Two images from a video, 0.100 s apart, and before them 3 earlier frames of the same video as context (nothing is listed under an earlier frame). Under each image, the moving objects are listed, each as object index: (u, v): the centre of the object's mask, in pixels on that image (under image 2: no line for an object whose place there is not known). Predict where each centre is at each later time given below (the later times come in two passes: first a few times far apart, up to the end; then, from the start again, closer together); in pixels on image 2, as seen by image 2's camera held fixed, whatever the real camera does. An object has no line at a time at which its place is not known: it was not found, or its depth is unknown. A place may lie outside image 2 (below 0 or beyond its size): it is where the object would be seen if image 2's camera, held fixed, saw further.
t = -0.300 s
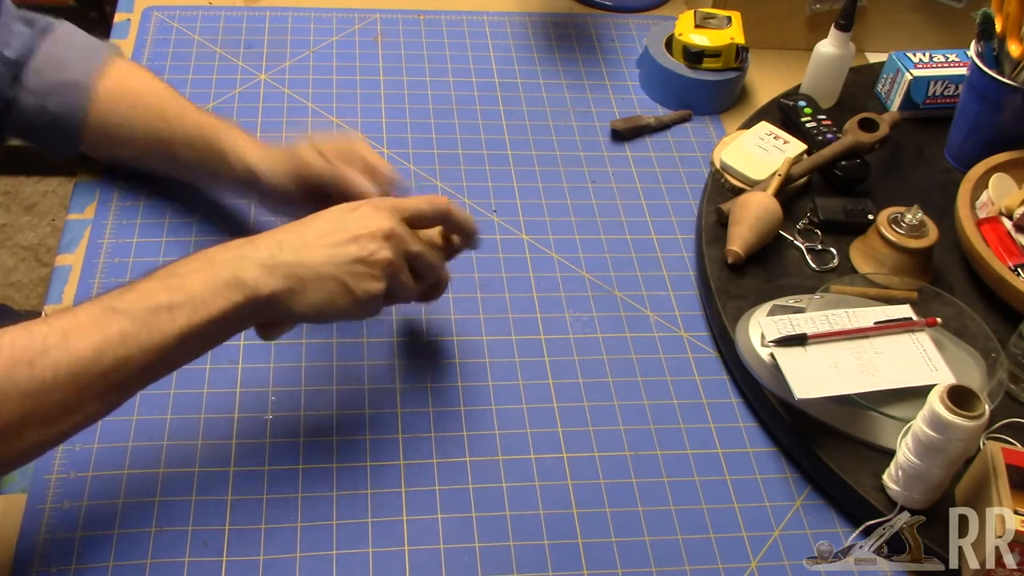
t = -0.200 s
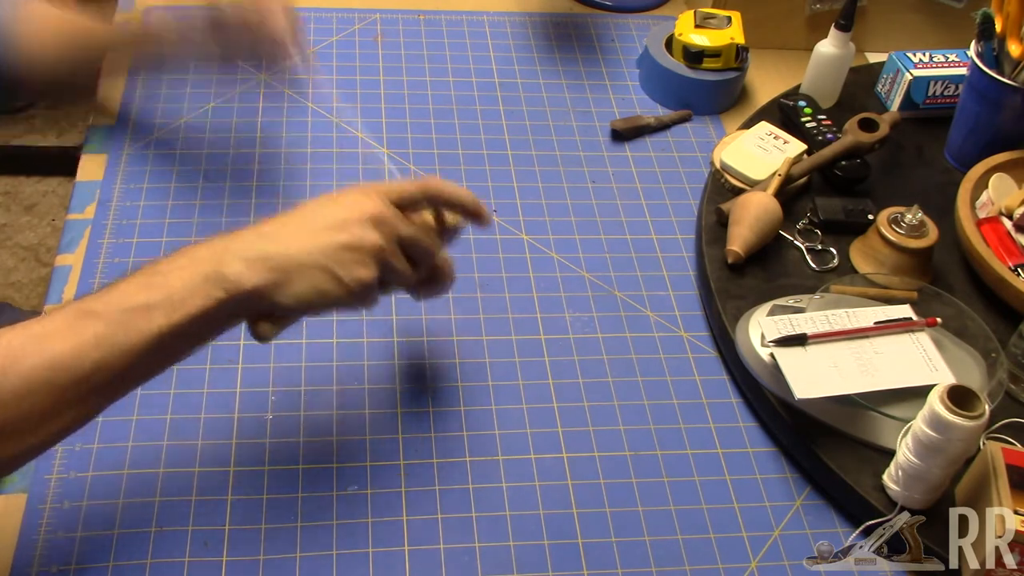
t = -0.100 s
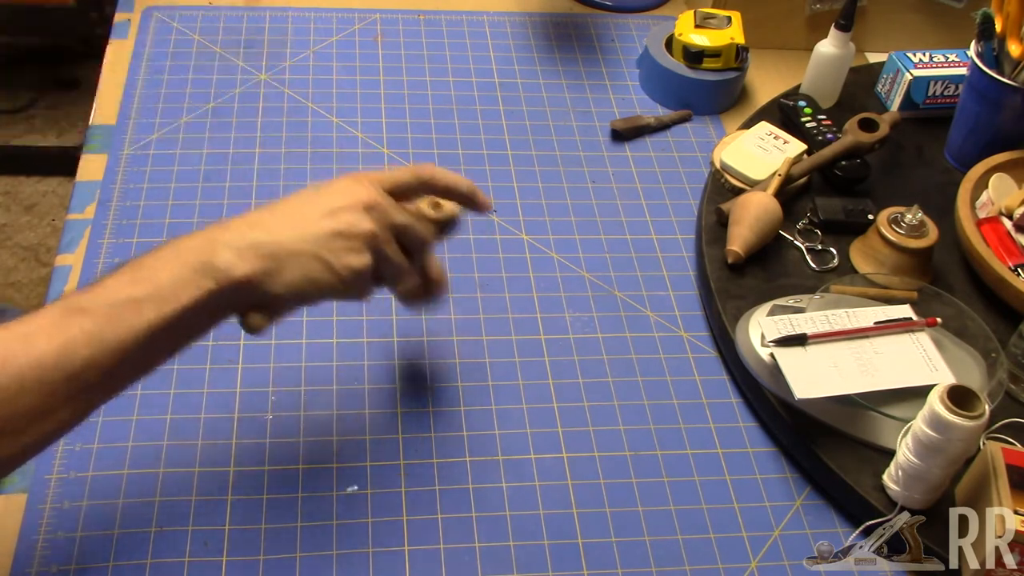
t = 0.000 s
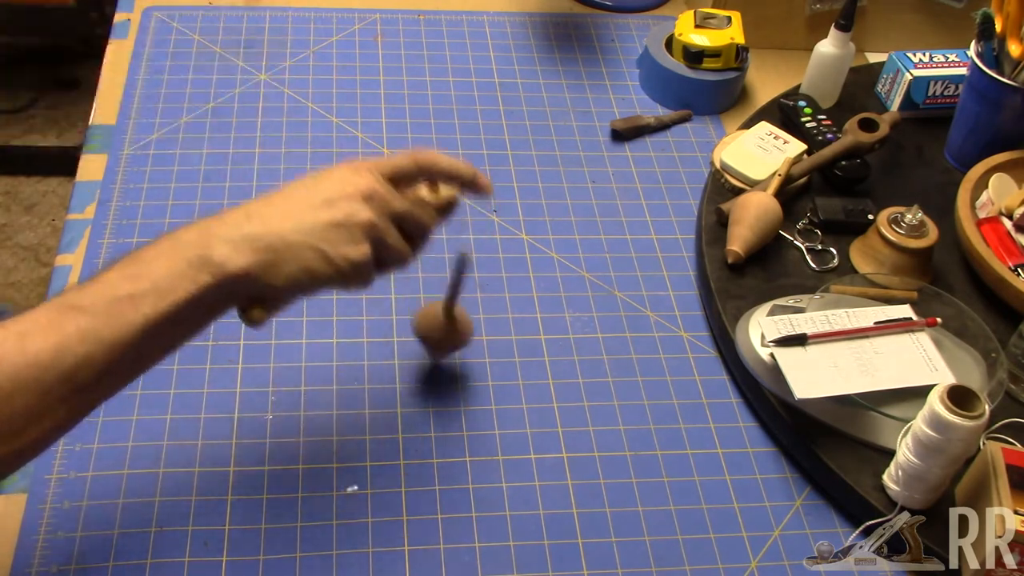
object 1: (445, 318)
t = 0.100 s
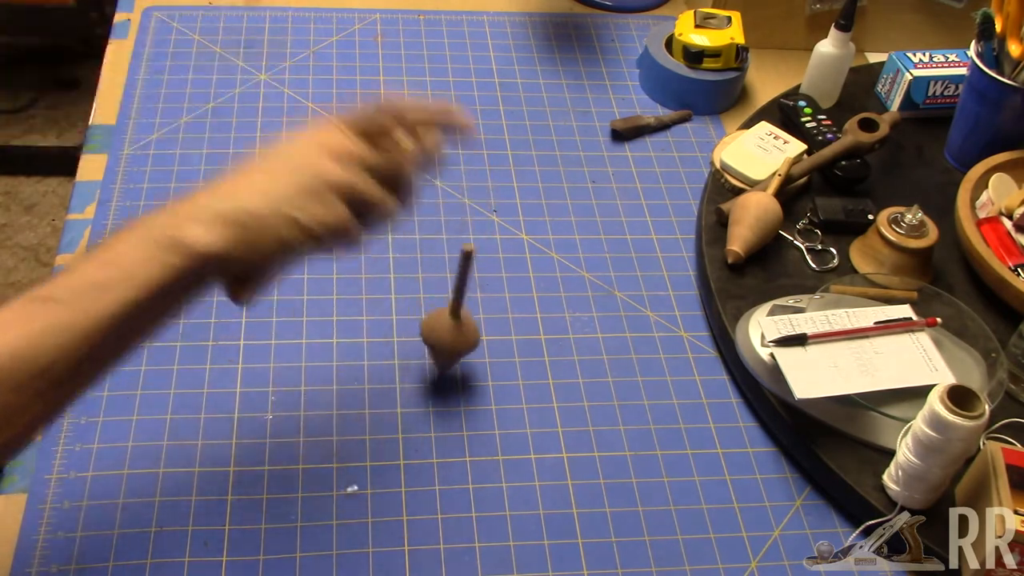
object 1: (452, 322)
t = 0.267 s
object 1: (462, 352)
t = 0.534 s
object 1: (481, 379)
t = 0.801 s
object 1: (491, 378)
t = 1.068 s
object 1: (496, 358)
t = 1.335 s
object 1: (496, 327)
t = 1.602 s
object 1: (503, 301)
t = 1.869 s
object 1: (499, 287)
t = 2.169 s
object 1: (493, 260)
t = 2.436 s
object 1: (490, 240)
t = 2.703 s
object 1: (495, 219)
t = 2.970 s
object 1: (505, 201)
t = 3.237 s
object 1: (516, 190)
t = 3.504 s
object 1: (530, 177)
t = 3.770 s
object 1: (549, 165)
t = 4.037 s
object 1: (568, 152)
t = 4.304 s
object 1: (590, 138)
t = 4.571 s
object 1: (616, 130)
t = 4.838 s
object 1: (626, 117)
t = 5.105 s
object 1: (644, 100)
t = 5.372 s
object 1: (661, 88)
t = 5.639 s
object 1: (672, 77)
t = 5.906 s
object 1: (679, 87)
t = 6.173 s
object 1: (689, 88)
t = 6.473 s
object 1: (701, 97)
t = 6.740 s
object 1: (722, 104)
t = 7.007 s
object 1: (712, 104)
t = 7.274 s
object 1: (684, 95)
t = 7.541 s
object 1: (675, 92)
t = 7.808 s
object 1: (679, 101)
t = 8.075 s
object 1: (670, 104)
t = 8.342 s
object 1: (676, 98)
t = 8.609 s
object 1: (690, 105)
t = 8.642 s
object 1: (692, 103)
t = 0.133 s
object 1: (452, 324)
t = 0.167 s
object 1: (452, 330)
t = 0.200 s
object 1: (453, 337)
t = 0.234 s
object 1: (457, 344)
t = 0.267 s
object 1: (462, 352)
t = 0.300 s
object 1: (466, 357)
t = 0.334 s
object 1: (471, 361)
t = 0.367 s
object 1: (473, 364)
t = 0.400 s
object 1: (475, 368)
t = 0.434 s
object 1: (477, 372)
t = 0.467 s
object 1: (478, 375)
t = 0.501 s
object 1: (479, 377)
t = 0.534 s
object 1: (481, 379)
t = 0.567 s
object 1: (482, 380)
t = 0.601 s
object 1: (484, 382)
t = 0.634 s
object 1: (486, 382)
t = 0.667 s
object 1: (487, 382)
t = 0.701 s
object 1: (488, 382)
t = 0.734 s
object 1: (489, 381)
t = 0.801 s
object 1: (491, 378)
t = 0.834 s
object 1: (492, 376)
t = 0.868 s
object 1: (493, 374)
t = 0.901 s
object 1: (493, 372)
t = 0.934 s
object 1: (494, 370)
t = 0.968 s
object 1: (495, 367)
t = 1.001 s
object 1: (496, 364)
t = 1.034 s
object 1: (496, 361)
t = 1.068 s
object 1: (496, 358)
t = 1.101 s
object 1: (496, 355)
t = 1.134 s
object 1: (496, 351)
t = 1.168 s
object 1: (496, 347)
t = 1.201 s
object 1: (496, 344)
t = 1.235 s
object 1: (496, 340)
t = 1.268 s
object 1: (496, 336)
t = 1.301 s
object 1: (496, 331)
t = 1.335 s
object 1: (496, 327)
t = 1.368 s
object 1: (495, 322)
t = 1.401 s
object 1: (495, 319)
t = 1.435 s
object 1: (495, 316)
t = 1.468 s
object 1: (497, 315)
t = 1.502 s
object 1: (500, 314)
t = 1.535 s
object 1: (503, 310)
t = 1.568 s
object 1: (503, 306)
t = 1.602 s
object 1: (503, 301)
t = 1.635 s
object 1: (503, 297)
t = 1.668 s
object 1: (502, 294)
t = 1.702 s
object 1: (500, 290)
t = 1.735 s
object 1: (498, 288)
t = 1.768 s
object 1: (495, 289)
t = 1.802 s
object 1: (495, 289)
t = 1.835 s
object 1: (496, 288)
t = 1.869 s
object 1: (499, 287)
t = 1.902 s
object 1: (500, 282)
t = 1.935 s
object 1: (500, 277)
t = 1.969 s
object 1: (500, 273)
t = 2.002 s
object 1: (499, 269)
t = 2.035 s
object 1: (498, 265)
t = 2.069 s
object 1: (496, 262)
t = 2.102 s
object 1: (494, 260)
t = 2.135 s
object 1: (492, 261)
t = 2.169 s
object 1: (493, 260)
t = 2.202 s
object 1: (496, 259)
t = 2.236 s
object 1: (499, 256)
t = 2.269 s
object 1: (501, 252)
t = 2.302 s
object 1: (501, 248)
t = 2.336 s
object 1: (498, 244)
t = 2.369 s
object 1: (495, 240)
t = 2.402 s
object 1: (491, 239)
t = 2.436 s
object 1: (490, 240)
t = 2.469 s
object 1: (492, 239)
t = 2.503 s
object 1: (495, 237)
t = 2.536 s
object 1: (499, 233)
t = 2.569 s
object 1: (500, 229)
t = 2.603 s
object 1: (500, 225)
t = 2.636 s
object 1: (499, 220)
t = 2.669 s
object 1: (496, 219)
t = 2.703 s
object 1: (495, 219)
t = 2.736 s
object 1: (496, 219)
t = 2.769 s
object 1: (500, 218)
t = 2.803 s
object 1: (504, 215)
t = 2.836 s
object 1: (507, 212)
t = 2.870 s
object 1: (508, 209)
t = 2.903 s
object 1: (508, 205)
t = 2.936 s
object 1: (506, 202)
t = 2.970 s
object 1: (505, 201)
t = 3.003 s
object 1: (505, 201)
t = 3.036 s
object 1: (508, 202)
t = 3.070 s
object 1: (512, 200)
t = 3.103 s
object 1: (516, 198)
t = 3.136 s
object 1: (519, 196)
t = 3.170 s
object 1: (519, 191)
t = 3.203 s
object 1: (517, 189)
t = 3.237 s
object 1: (516, 190)
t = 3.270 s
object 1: (518, 190)
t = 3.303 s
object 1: (521, 190)
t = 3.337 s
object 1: (526, 189)
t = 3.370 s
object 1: (530, 185)
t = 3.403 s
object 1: (532, 184)
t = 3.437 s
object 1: (533, 180)
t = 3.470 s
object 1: (531, 177)
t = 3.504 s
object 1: (530, 177)
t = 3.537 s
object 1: (531, 177)
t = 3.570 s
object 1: (535, 178)
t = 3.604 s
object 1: (540, 177)
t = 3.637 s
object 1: (544, 175)
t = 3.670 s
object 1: (548, 172)
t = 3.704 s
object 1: (550, 170)
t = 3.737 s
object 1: (550, 166)
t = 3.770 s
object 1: (549, 165)
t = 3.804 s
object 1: (549, 165)
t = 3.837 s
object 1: (552, 165)
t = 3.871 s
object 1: (557, 164)
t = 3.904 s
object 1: (562, 163)
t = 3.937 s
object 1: (566, 161)
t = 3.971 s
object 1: (569, 158)
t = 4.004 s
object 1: (569, 155)
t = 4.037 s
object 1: (568, 152)
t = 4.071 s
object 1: (569, 152)
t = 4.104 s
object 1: (573, 152)
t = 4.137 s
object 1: (578, 151)
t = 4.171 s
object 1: (583, 150)
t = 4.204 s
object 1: (587, 147)
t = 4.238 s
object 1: (590, 144)
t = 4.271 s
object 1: (591, 141)
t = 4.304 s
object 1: (590, 138)
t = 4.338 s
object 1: (591, 139)
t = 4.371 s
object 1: (594, 139)
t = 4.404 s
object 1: (599, 137)
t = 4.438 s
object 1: (603, 136)
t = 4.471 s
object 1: (609, 137)
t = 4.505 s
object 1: (615, 135)
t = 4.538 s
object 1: (617, 133)
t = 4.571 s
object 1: (616, 130)
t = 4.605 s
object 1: (613, 129)
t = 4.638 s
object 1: (614, 128)
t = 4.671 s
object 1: (617, 127)
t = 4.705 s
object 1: (622, 125)
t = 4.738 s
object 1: (626, 123)
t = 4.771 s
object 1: (628, 123)
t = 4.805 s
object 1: (628, 119)
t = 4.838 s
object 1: (626, 117)
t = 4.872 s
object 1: (626, 116)
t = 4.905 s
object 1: (628, 117)
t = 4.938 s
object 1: (633, 114)
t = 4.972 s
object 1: (638, 113)
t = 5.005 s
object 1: (640, 111)
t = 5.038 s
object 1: (644, 107)
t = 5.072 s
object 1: (645, 105)
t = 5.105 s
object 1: (644, 100)
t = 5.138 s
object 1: (642, 101)
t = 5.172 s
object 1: (643, 100)
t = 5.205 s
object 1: (647, 101)
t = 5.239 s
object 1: (651, 101)
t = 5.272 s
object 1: (656, 97)
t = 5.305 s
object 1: (659, 93)
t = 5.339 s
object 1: (661, 90)
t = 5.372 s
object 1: (661, 88)
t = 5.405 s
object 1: (659, 86)
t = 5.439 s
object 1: (658, 86)
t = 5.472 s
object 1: (660, 88)
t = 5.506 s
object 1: (666, 87)
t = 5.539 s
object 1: (670, 85)
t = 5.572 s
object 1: (672, 81)
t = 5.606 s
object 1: (673, 79)
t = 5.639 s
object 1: (672, 77)
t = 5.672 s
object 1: (671, 77)
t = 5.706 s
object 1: (670, 79)
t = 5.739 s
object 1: (670, 81)
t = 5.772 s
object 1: (672, 83)
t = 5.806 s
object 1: (676, 85)
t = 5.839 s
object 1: (680, 85)
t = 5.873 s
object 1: (681, 86)
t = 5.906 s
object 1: (679, 87)
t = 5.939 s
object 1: (678, 80)
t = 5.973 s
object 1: (676, 79)
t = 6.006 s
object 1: (675, 82)
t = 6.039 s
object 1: (676, 84)
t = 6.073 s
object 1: (678, 89)
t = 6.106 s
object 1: (682, 93)
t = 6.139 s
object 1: (687, 91)
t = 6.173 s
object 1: (689, 88)
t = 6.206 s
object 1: (684, 97)
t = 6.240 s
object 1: (682, 96)
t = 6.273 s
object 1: (682, 88)
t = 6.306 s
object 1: (682, 91)
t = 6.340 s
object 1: (684, 96)
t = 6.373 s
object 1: (688, 101)
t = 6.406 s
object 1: (692, 106)
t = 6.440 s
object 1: (700, 98)
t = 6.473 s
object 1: (701, 97)
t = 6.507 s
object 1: (700, 95)
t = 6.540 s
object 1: (698, 93)
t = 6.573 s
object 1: (697, 97)
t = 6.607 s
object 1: (699, 101)
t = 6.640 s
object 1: (704, 102)
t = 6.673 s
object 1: (709, 105)
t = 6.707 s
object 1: (716, 103)
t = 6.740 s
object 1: (722, 104)
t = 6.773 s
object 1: (726, 103)
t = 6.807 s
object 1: (727, 100)
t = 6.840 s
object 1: (724, 101)
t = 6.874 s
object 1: (722, 100)
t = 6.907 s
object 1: (722, 101)
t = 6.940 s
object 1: (715, 111)
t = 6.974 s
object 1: (712, 105)
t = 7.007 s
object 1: (712, 104)
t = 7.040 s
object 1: (713, 103)
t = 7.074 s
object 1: (714, 101)
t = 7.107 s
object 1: (710, 98)
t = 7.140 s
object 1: (702, 102)
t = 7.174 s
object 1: (695, 104)
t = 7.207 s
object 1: (692, 93)
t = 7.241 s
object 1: (687, 94)
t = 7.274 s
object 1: (684, 95)
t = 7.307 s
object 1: (685, 98)
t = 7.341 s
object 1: (686, 100)
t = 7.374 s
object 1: (689, 98)
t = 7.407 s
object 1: (689, 96)
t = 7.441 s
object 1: (685, 96)
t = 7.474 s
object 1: (682, 94)
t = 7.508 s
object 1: (678, 95)
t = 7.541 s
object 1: (675, 92)
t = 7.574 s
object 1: (671, 92)
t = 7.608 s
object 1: (668, 95)
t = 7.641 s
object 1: (667, 97)
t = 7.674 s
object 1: (667, 100)
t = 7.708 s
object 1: (670, 105)
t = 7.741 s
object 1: (672, 108)
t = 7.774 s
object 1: (677, 104)
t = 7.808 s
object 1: (679, 101)
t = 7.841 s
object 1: (678, 99)
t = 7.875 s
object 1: (674, 102)
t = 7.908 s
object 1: (673, 97)
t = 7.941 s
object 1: (670, 96)
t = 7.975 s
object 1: (667, 98)
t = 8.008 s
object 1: (667, 99)
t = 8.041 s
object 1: (668, 102)
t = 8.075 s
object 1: (670, 104)
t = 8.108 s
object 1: (672, 109)
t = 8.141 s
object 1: (675, 110)
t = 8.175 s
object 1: (680, 107)
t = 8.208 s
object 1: (683, 103)
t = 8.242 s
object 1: (683, 102)
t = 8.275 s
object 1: (682, 99)
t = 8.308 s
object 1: (679, 99)
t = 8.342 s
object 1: (676, 98)
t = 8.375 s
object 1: (673, 99)
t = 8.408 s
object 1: (673, 99)
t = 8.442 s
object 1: (674, 102)
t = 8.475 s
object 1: (676, 104)
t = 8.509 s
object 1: (679, 104)
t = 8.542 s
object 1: (683, 104)
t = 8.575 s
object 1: (686, 105)
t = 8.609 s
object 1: (690, 105)
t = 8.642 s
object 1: (692, 103)
